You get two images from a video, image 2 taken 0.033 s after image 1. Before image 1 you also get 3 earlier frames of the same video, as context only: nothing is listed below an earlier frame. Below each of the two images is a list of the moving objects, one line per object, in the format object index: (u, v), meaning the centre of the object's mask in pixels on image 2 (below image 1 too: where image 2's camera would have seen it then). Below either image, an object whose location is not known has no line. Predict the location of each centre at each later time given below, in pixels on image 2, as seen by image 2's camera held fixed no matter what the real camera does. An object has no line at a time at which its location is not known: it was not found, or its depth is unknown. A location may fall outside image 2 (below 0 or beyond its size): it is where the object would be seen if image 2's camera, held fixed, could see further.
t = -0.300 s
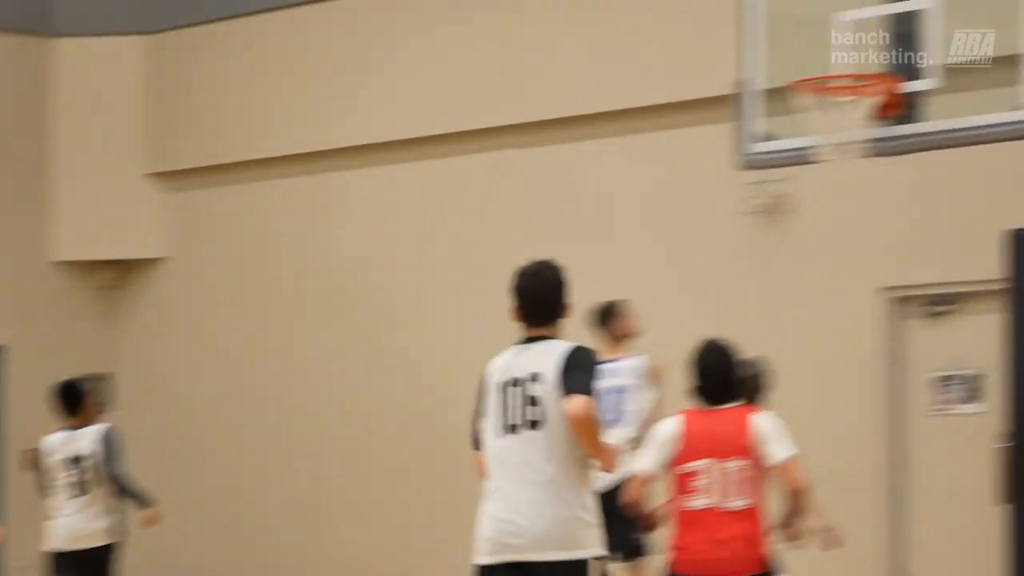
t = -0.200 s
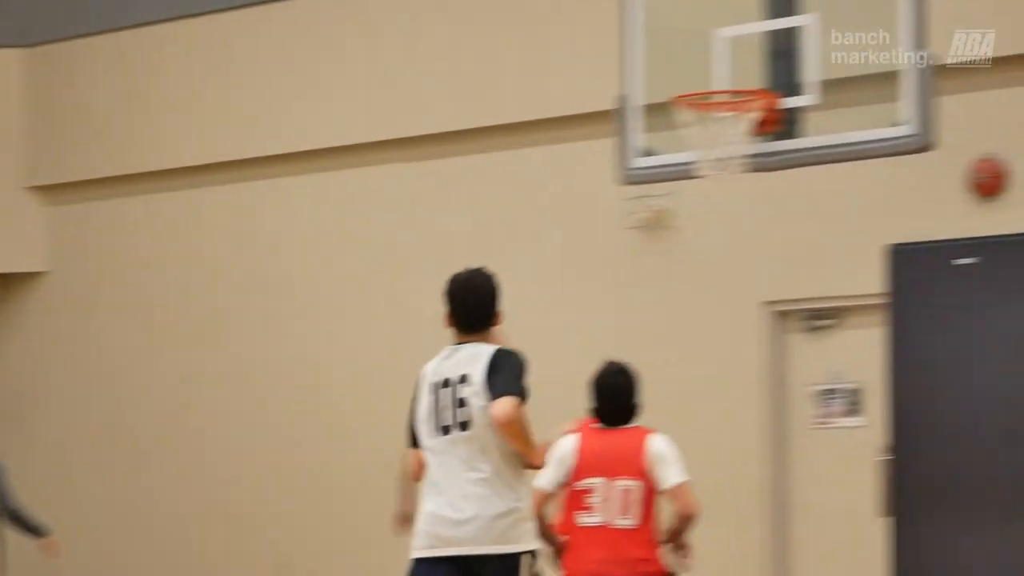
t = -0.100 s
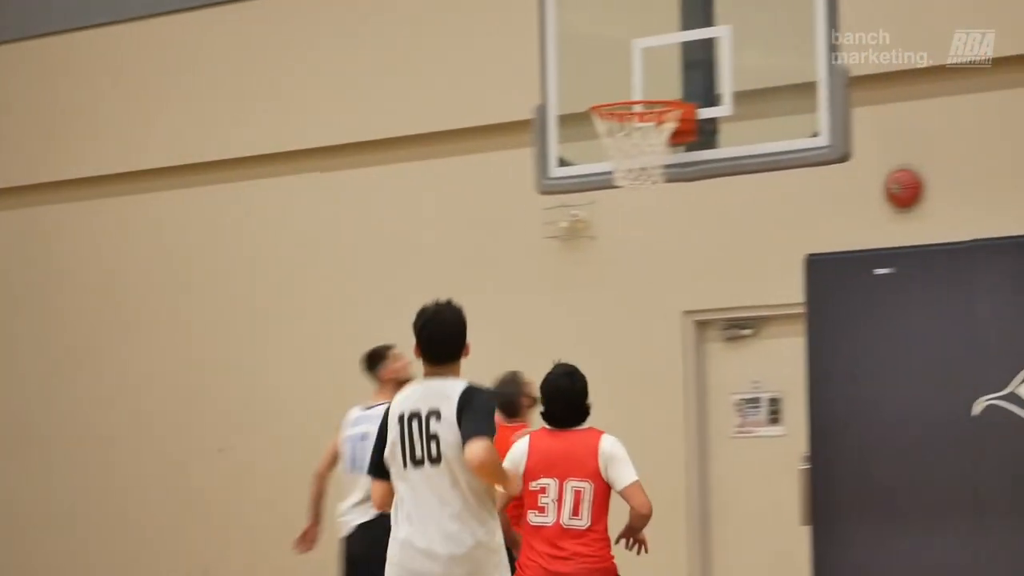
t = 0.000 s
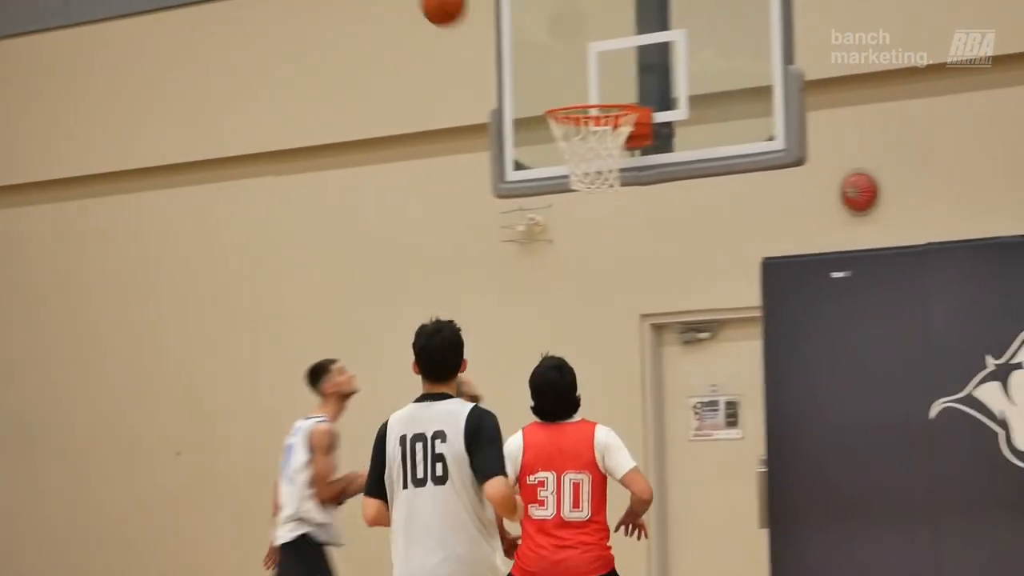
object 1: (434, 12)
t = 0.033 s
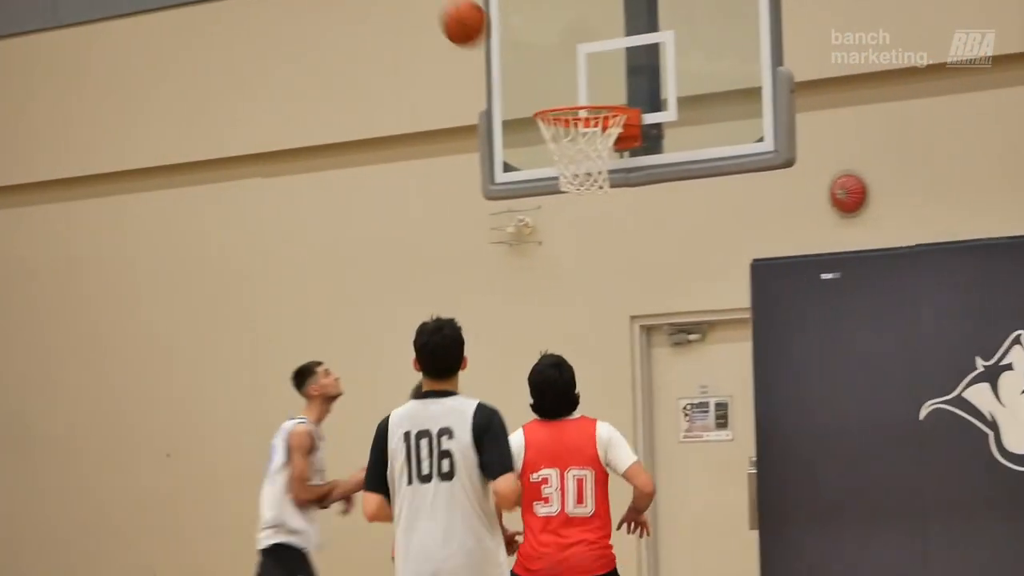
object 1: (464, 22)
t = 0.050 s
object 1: (480, 32)
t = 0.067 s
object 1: (497, 43)
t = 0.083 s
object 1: (514, 54)
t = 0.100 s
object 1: (529, 66)
